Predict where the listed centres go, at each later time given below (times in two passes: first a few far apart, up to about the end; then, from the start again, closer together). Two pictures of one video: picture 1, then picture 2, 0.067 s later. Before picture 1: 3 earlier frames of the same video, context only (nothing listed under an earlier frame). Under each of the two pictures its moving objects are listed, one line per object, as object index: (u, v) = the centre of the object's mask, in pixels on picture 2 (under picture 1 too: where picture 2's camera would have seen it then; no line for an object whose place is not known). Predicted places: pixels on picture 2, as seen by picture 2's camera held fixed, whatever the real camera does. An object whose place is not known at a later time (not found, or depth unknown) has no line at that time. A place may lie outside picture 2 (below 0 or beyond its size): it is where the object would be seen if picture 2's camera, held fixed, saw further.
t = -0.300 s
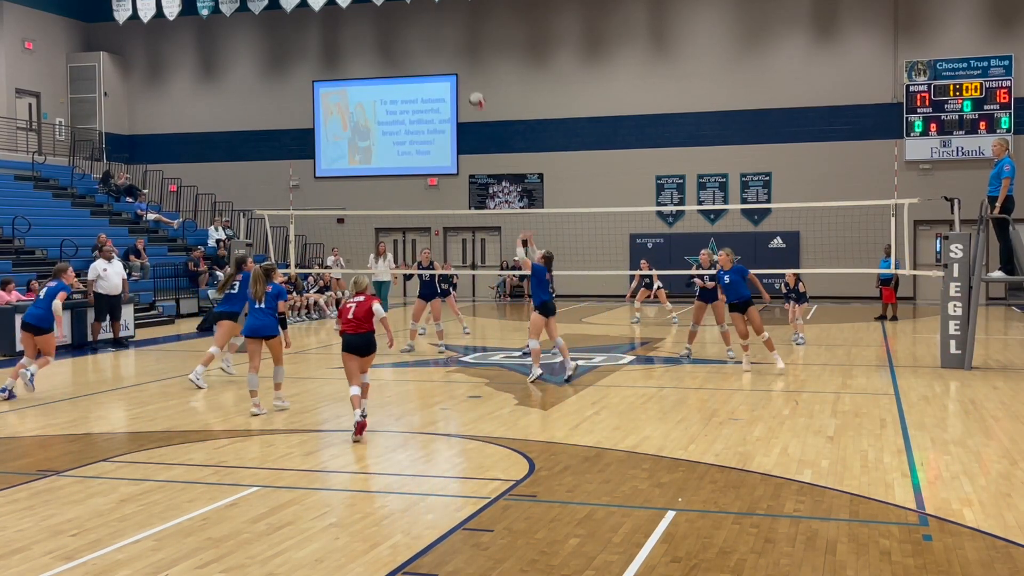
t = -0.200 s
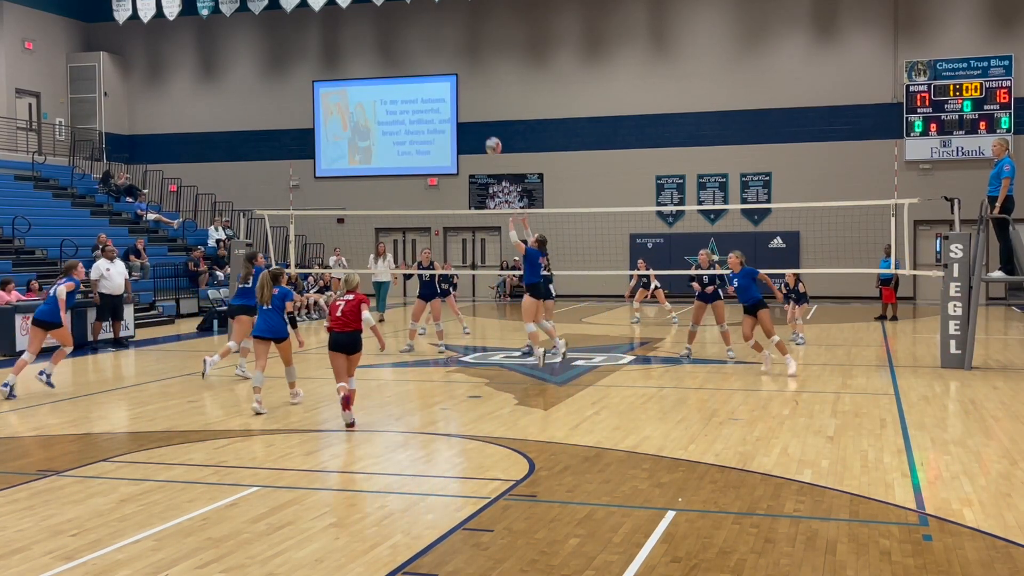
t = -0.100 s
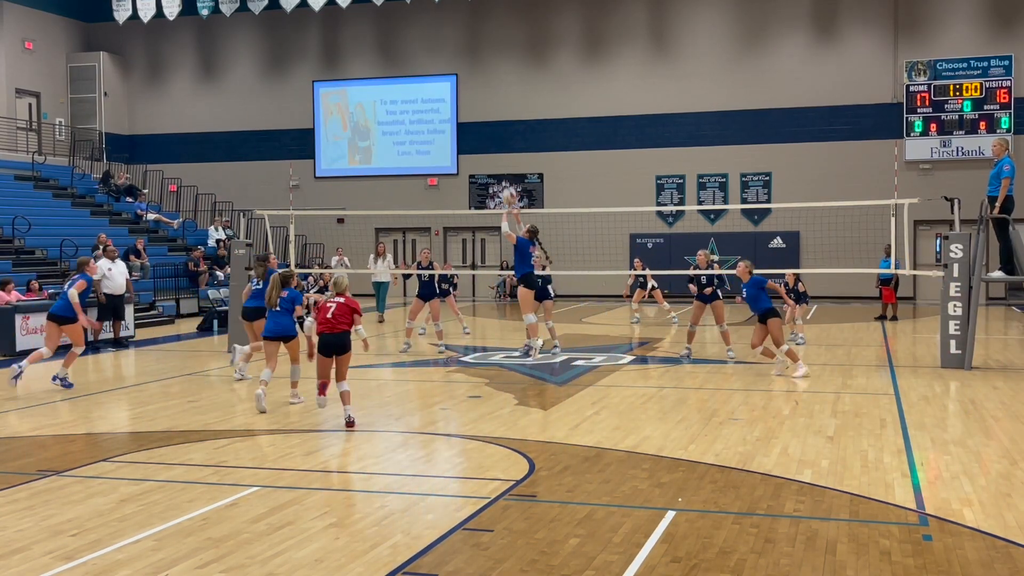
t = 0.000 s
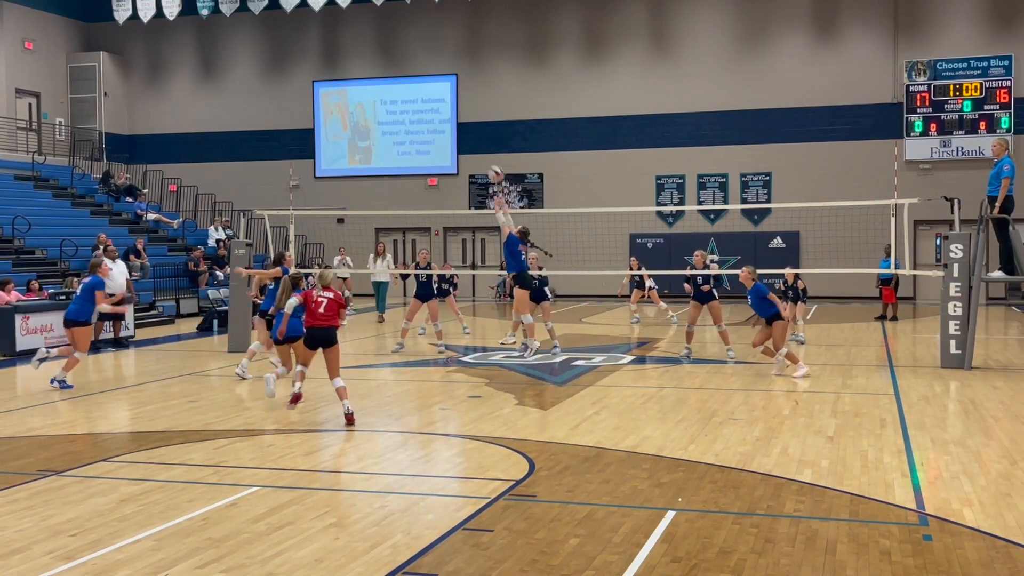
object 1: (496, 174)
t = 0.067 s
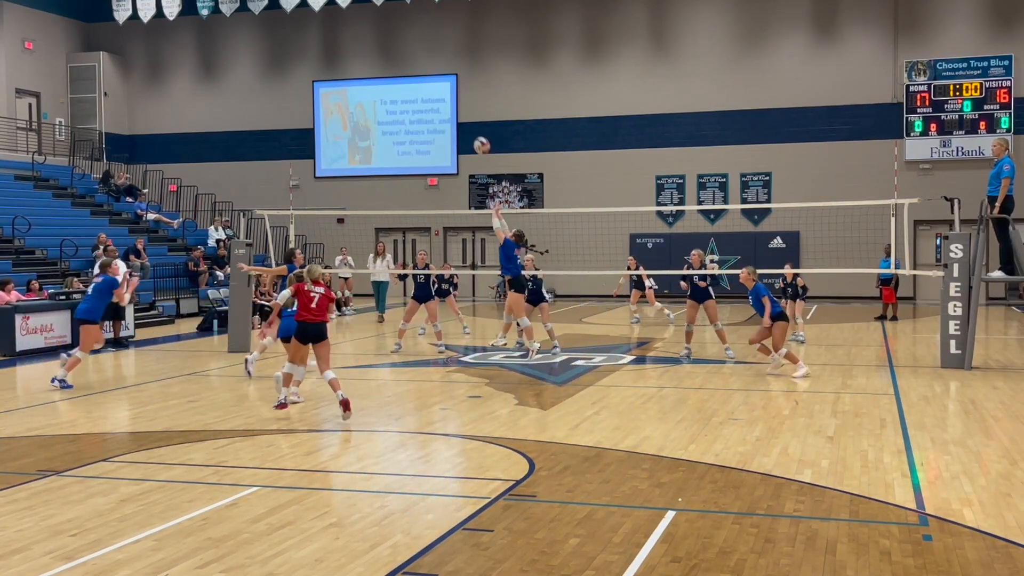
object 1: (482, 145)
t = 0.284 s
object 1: (439, 79)
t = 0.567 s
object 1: (390, 51)
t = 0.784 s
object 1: (356, 67)
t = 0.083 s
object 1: (478, 139)
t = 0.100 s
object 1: (475, 133)
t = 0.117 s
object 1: (471, 127)
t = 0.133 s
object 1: (468, 121)
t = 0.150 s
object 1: (465, 116)
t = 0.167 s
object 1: (462, 110)
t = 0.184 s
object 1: (459, 105)
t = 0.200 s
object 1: (455, 100)
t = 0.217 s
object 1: (452, 96)
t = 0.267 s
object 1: (443, 83)
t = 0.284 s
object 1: (439, 79)
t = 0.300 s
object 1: (436, 76)
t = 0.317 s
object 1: (433, 73)
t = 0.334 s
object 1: (430, 70)
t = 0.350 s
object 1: (427, 67)
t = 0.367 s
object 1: (424, 65)
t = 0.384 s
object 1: (421, 62)
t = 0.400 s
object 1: (418, 60)
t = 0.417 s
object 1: (415, 58)
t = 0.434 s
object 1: (412, 57)
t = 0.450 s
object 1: (409, 55)
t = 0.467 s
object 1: (407, 54)
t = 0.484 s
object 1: (404, 53)
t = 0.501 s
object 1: (401, 52)
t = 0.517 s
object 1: (398, 51)
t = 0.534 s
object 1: (396, 51)
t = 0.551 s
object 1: (393, 51)
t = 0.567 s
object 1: (390, 51)
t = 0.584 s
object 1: (387, 51)
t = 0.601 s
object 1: (385, 51)
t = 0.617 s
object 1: (382, 52)
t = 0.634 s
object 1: (380, 53)
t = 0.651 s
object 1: (377, 54)
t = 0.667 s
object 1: (374, 55)
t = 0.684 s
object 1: (372, 56)
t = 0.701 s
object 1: (369, 58)
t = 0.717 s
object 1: (366, 59)
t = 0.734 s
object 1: (364, 61)
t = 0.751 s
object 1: (361, 63)
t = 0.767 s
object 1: (358, 65)
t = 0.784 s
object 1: (356, 67)
